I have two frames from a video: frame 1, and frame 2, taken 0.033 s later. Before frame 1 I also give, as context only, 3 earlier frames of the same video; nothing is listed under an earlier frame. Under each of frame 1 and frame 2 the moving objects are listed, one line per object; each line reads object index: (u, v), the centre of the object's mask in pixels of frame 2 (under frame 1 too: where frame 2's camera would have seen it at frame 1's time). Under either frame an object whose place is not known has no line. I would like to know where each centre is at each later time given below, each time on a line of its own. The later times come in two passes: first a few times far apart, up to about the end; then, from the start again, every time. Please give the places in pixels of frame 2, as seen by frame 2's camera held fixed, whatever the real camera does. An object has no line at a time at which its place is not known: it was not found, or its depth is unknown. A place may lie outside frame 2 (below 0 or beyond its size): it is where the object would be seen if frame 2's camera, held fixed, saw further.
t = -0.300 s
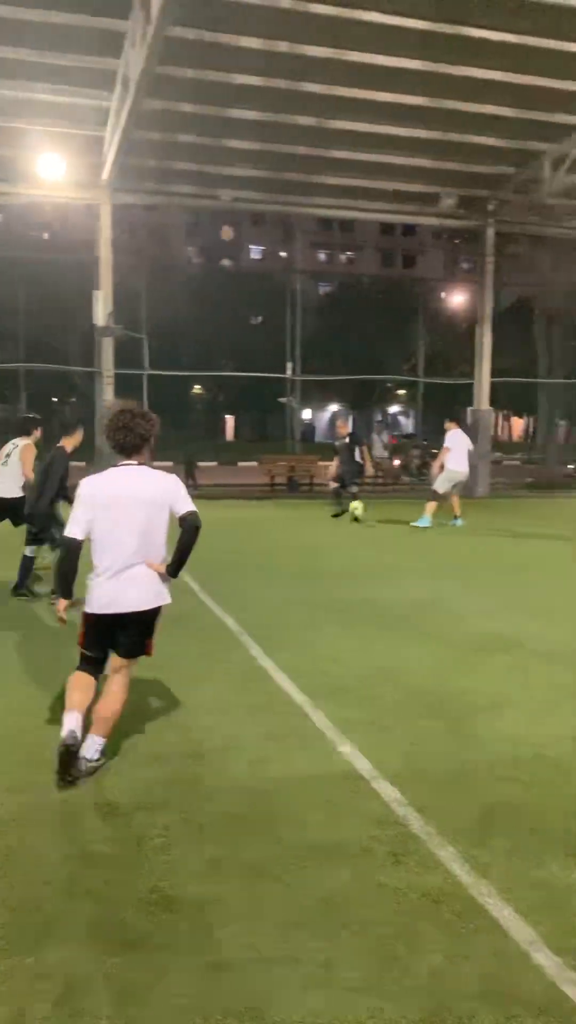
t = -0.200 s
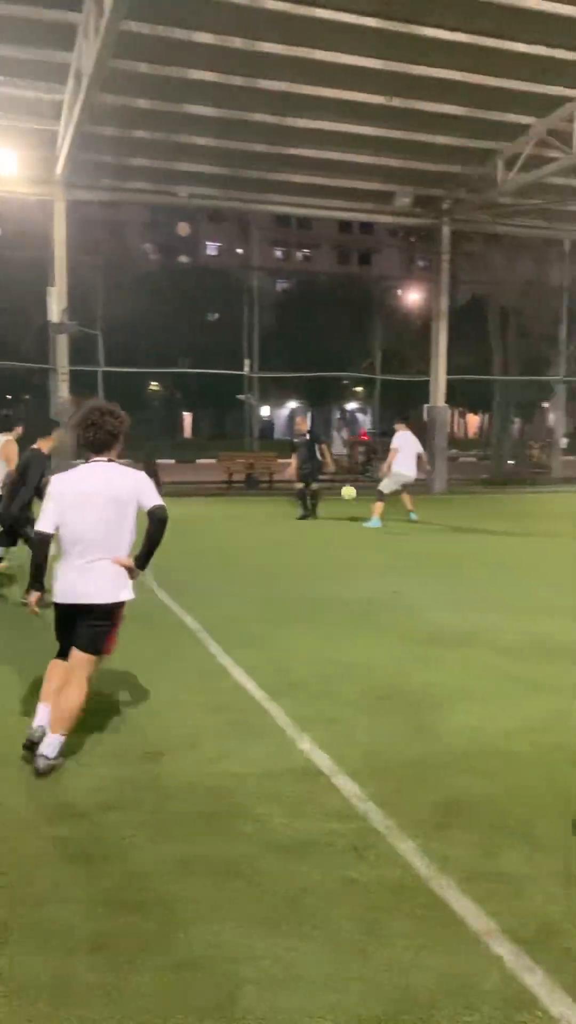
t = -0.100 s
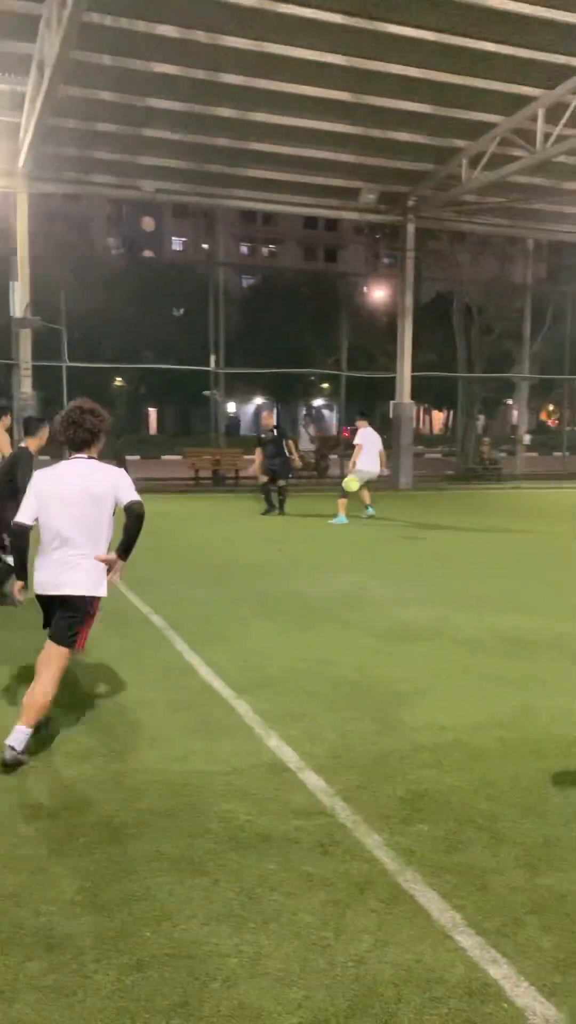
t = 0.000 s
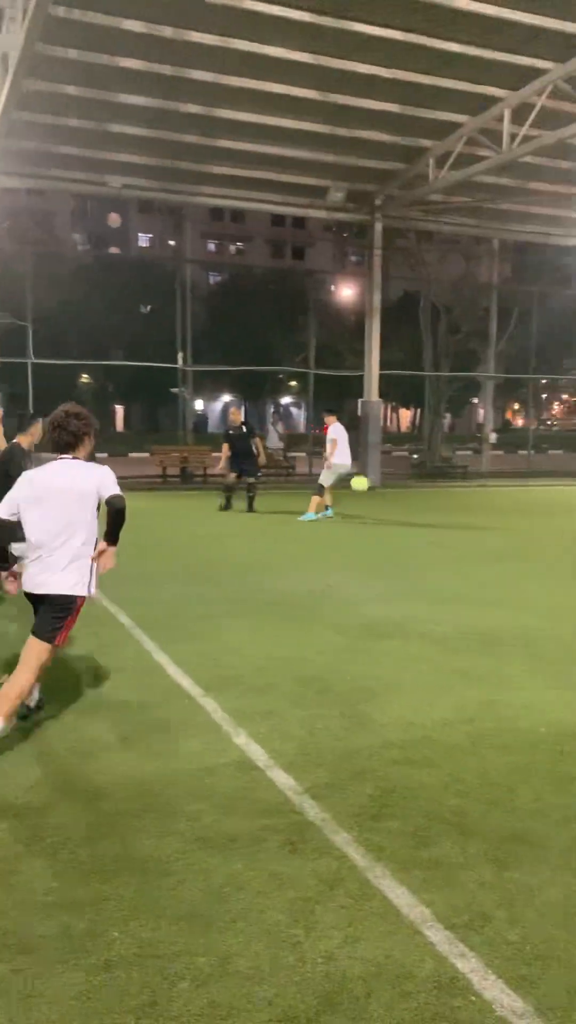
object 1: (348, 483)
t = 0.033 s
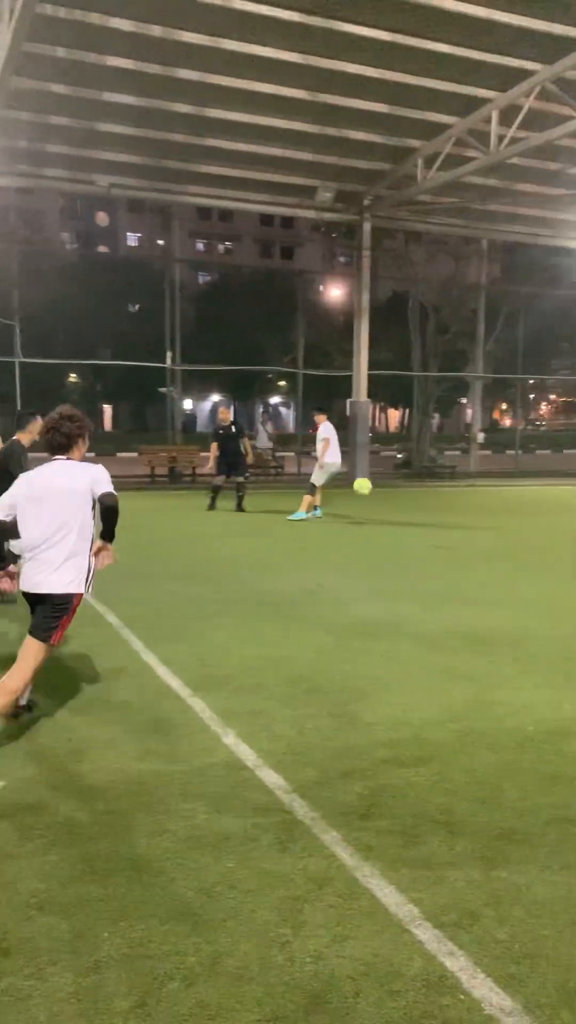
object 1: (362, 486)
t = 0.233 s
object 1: (456, 524)
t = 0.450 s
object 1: (572, 535)
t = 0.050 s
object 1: (369, 487)
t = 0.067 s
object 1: (377, 489)
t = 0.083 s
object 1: (384, 491)
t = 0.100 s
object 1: (392, 494)
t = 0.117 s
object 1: (400, 497)
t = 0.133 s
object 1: (407, 499)
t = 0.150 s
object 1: (415, 503)
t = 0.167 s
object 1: (423, 506)
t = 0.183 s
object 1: (431, 510)
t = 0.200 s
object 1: (439, 515)
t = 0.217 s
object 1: (448, 519)
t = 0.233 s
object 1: (456, 524)
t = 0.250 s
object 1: (465, 529)
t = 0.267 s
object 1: (474, 534)
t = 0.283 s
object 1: (482, 541)
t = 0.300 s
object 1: (491, 547)
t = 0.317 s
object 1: (500, 553)
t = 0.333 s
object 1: (508, 551)
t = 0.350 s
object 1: (518, 548)
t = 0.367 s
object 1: (526, 545)
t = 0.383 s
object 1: (535, 541)
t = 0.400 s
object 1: (544, 540)
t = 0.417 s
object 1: (553, 539)
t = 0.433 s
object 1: (563, 536)
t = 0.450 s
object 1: (572, 535)
